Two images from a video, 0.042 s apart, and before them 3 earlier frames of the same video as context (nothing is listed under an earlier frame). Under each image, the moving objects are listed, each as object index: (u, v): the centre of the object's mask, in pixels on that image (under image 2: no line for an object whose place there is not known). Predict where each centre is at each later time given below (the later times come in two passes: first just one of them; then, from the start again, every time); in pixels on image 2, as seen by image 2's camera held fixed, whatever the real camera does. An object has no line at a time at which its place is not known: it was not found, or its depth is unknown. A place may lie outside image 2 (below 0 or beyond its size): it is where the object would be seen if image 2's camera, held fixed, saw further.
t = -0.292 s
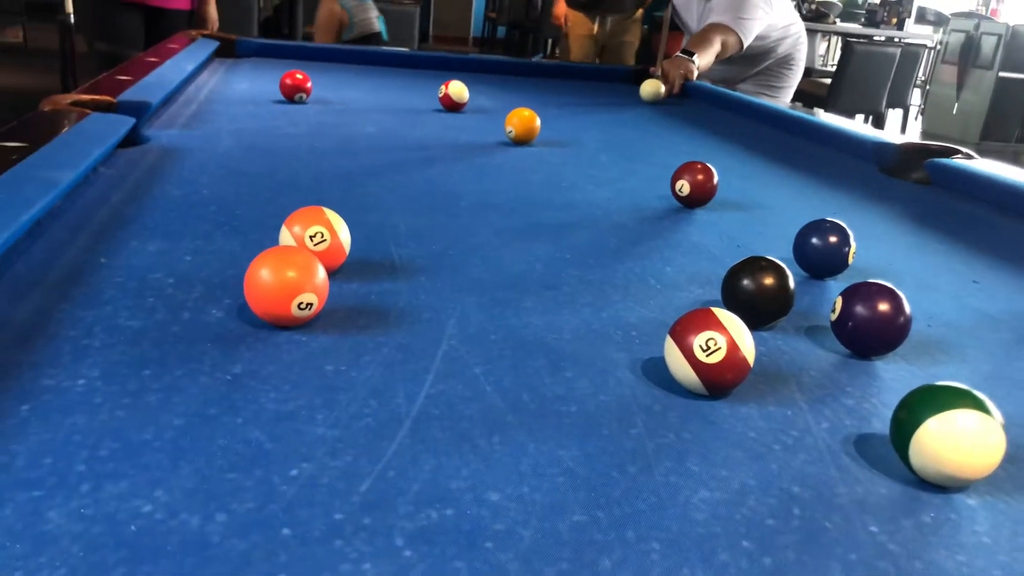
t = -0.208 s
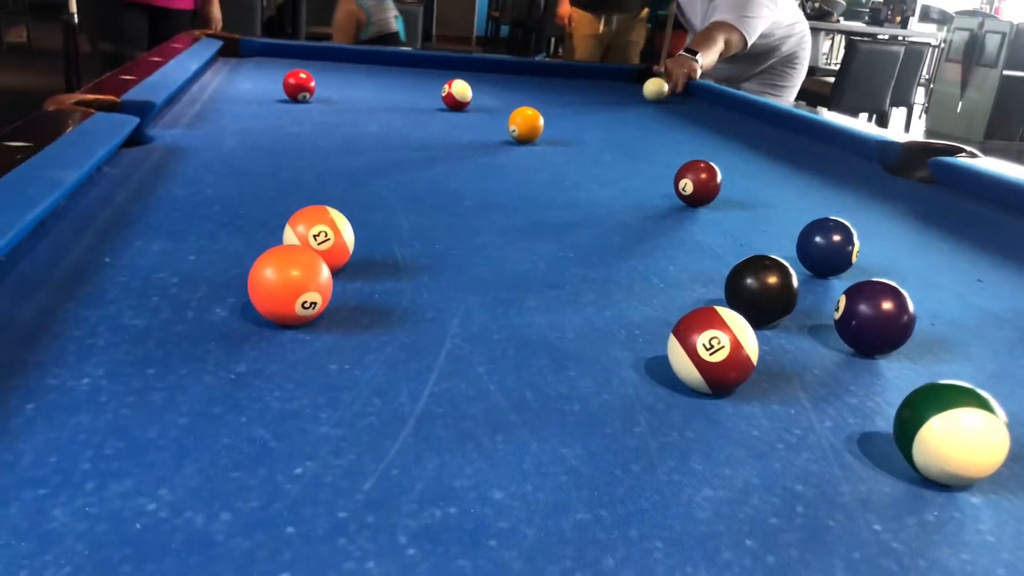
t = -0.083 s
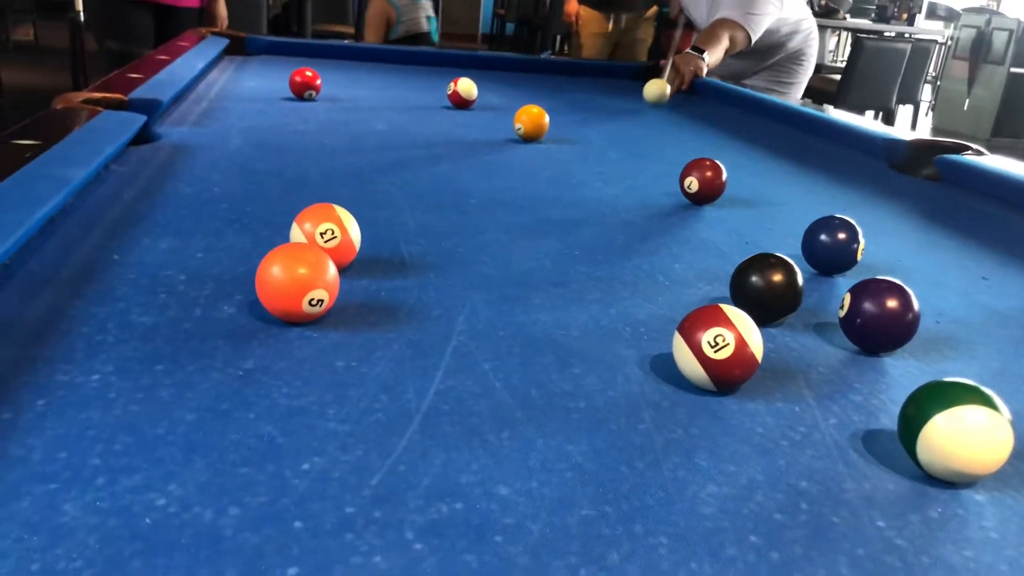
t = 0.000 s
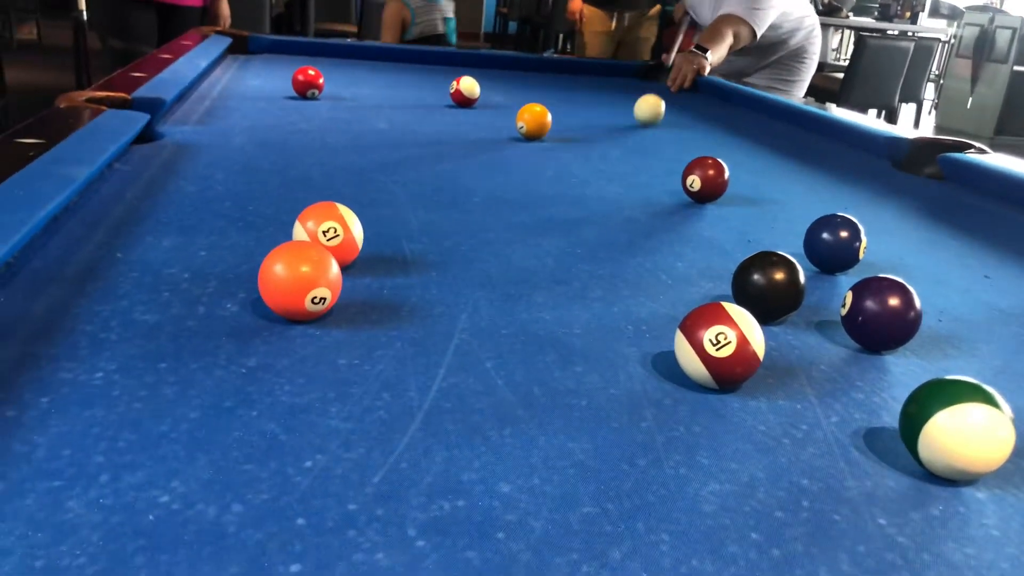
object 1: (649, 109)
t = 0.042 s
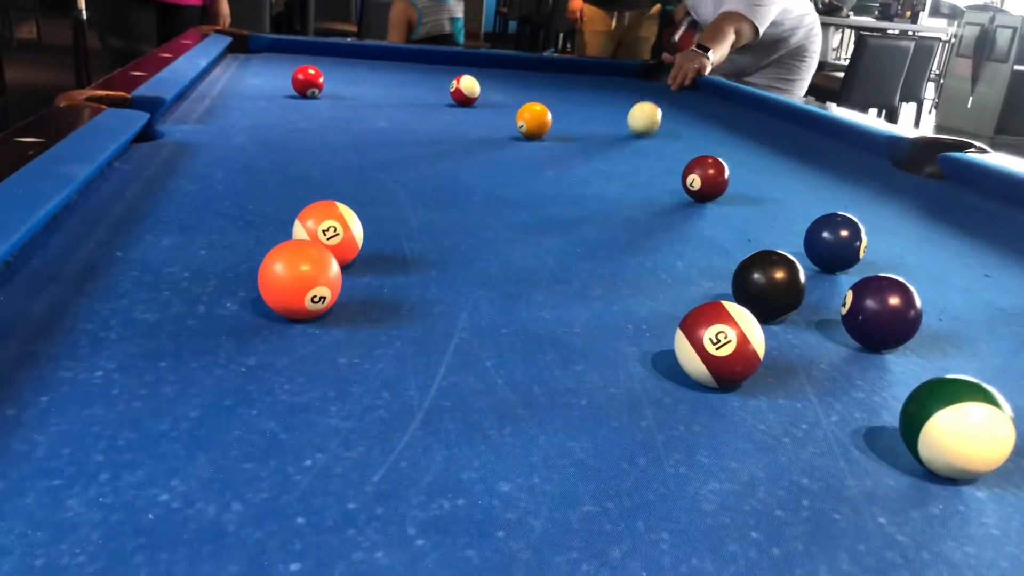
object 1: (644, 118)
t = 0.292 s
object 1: (590, 231)
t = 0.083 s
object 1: (639, 130)
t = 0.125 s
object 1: (633, 143)
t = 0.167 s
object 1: (625, 158)
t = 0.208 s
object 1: (616, 177)
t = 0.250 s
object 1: (604, 200)
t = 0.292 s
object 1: (590, 231)
